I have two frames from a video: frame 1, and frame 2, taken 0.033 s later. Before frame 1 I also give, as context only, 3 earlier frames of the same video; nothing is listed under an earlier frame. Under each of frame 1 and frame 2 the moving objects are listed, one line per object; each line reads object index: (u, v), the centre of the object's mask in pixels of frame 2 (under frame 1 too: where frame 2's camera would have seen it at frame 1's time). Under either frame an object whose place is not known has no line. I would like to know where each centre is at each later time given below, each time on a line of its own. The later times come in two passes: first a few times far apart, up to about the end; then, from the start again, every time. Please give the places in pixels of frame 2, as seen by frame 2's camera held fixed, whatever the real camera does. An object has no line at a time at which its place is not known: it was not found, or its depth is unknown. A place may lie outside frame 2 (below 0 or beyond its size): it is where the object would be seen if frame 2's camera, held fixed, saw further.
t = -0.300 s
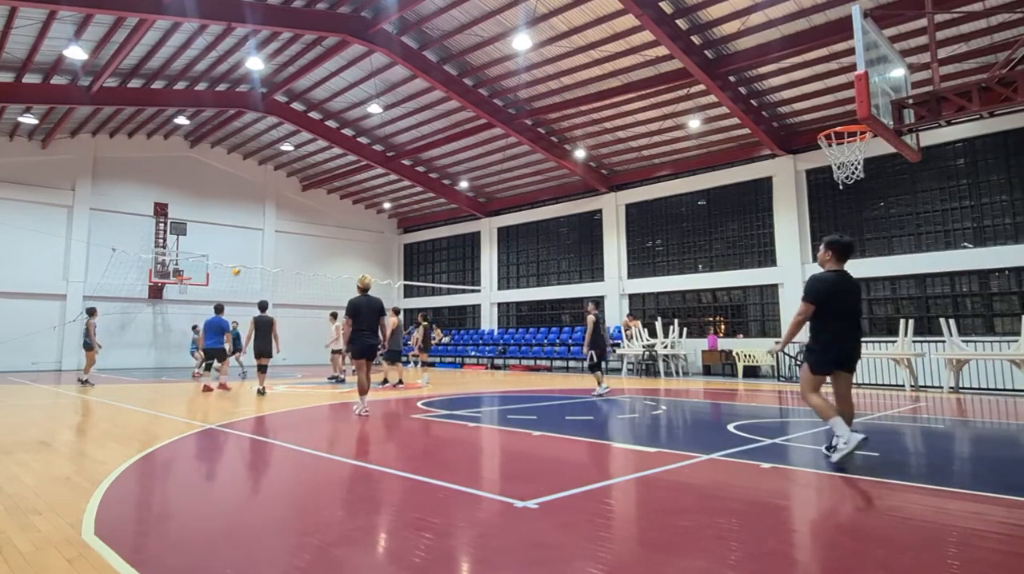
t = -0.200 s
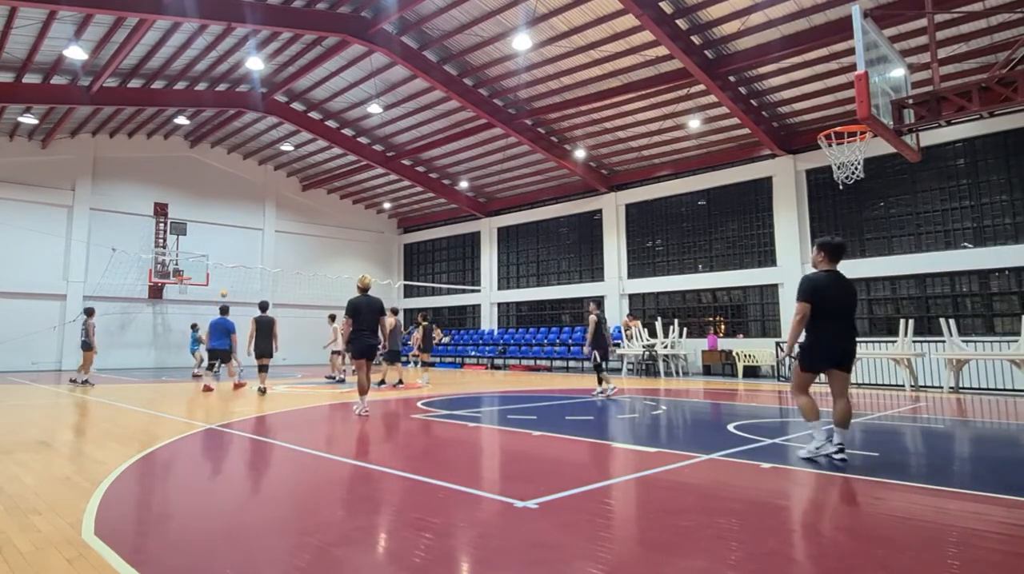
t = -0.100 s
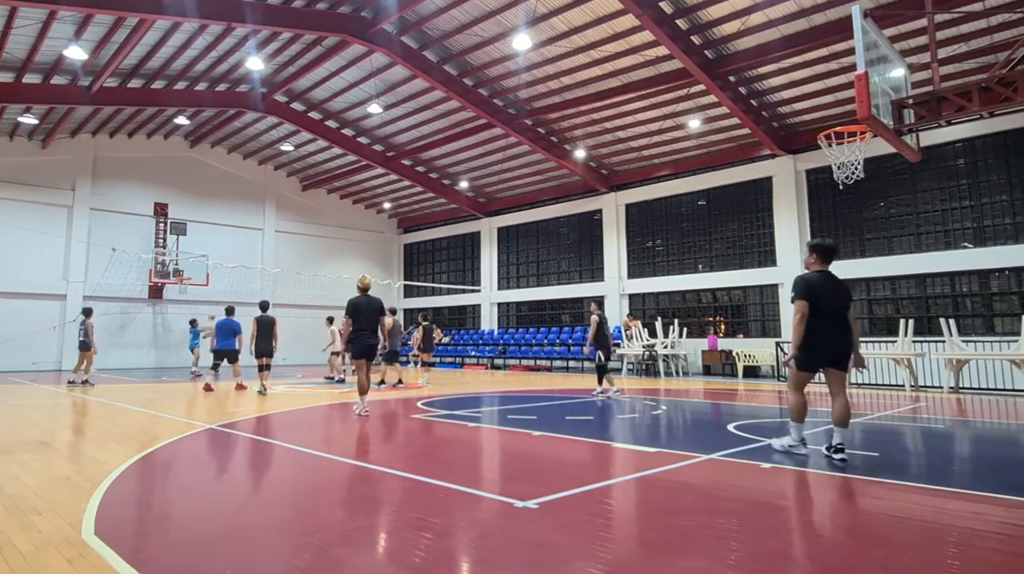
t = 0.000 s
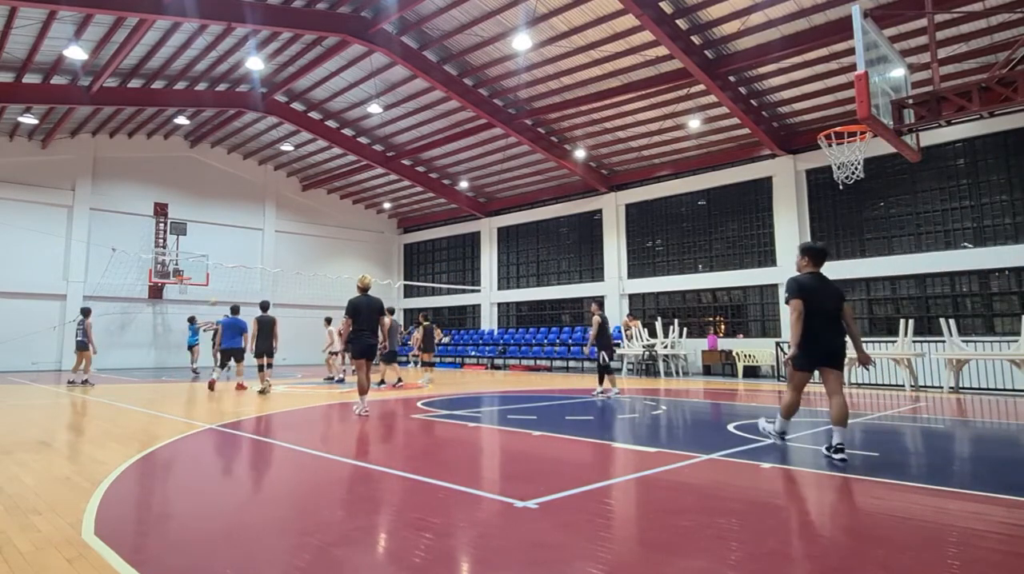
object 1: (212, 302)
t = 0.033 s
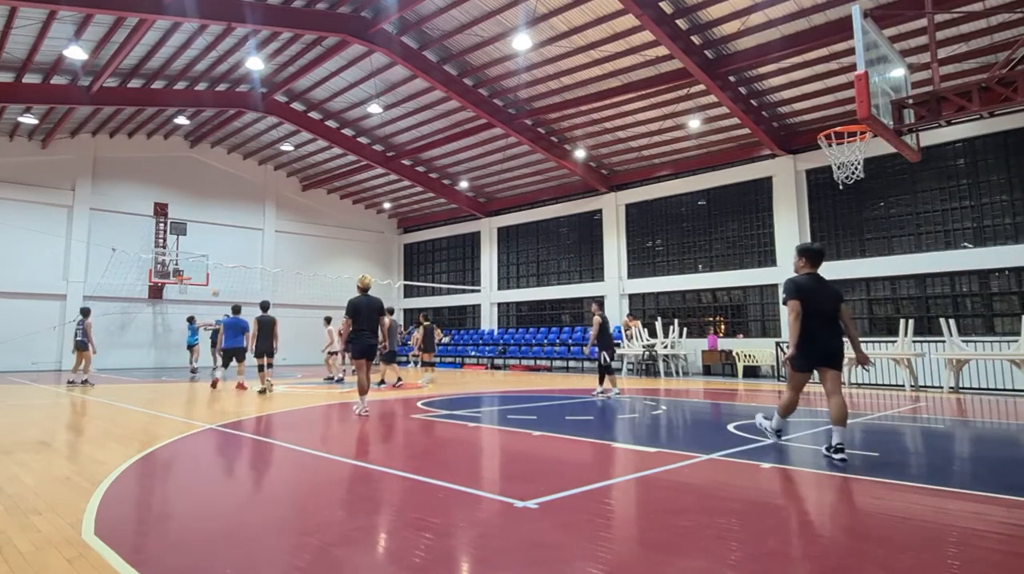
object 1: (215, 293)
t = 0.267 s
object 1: (232, 236)
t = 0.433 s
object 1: (243, 208)
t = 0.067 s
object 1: (217, 284)
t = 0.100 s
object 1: (220, 275)
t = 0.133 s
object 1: (221, 266)
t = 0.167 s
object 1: (224, 258)
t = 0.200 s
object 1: (226, 251)
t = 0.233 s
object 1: (229, 244)
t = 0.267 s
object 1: (232, 236)
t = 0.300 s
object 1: (233, 230)
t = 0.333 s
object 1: (235, 224)
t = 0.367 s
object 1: (238, 219)
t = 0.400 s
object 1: (240, 212)
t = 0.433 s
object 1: (243, 208)
